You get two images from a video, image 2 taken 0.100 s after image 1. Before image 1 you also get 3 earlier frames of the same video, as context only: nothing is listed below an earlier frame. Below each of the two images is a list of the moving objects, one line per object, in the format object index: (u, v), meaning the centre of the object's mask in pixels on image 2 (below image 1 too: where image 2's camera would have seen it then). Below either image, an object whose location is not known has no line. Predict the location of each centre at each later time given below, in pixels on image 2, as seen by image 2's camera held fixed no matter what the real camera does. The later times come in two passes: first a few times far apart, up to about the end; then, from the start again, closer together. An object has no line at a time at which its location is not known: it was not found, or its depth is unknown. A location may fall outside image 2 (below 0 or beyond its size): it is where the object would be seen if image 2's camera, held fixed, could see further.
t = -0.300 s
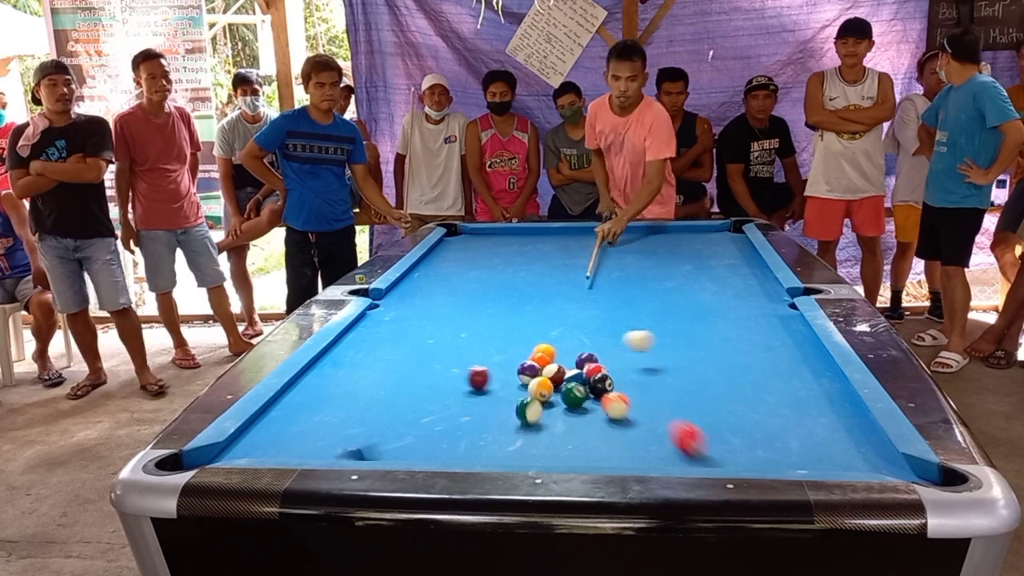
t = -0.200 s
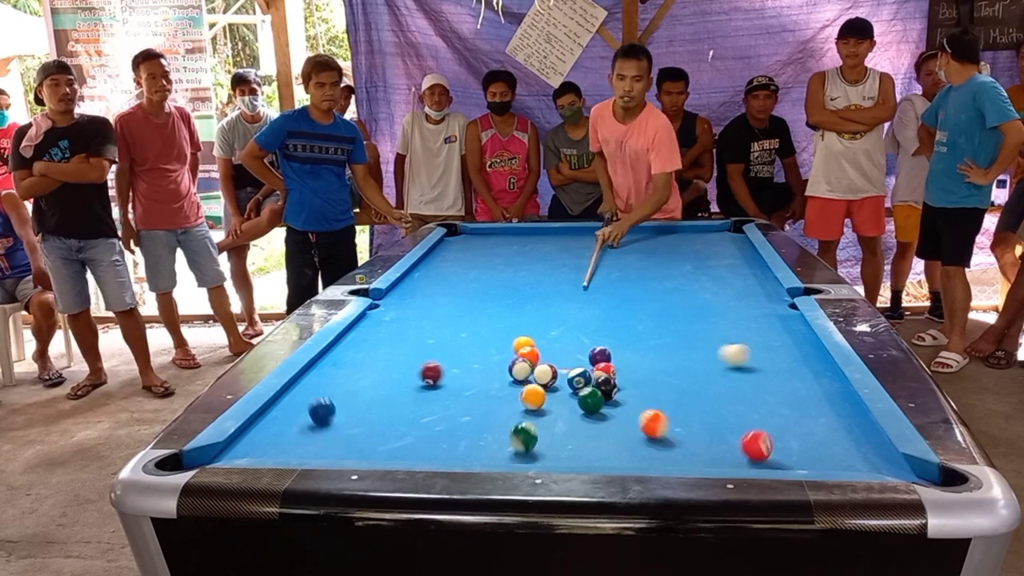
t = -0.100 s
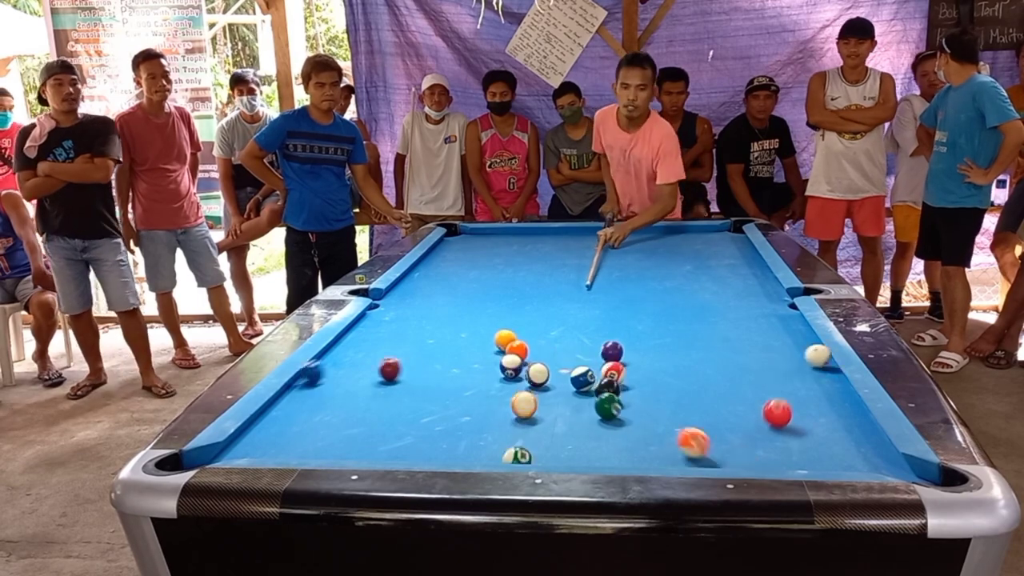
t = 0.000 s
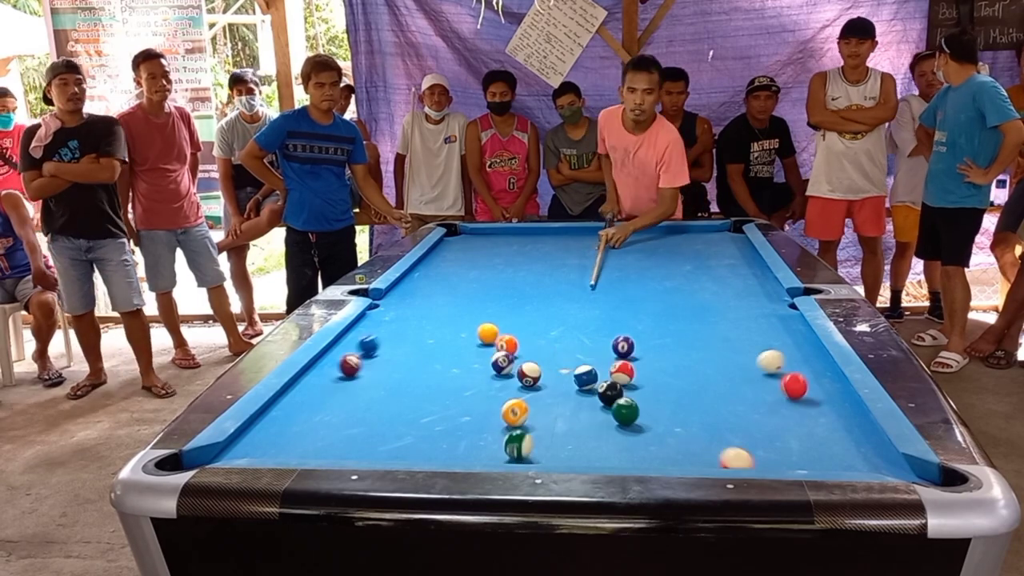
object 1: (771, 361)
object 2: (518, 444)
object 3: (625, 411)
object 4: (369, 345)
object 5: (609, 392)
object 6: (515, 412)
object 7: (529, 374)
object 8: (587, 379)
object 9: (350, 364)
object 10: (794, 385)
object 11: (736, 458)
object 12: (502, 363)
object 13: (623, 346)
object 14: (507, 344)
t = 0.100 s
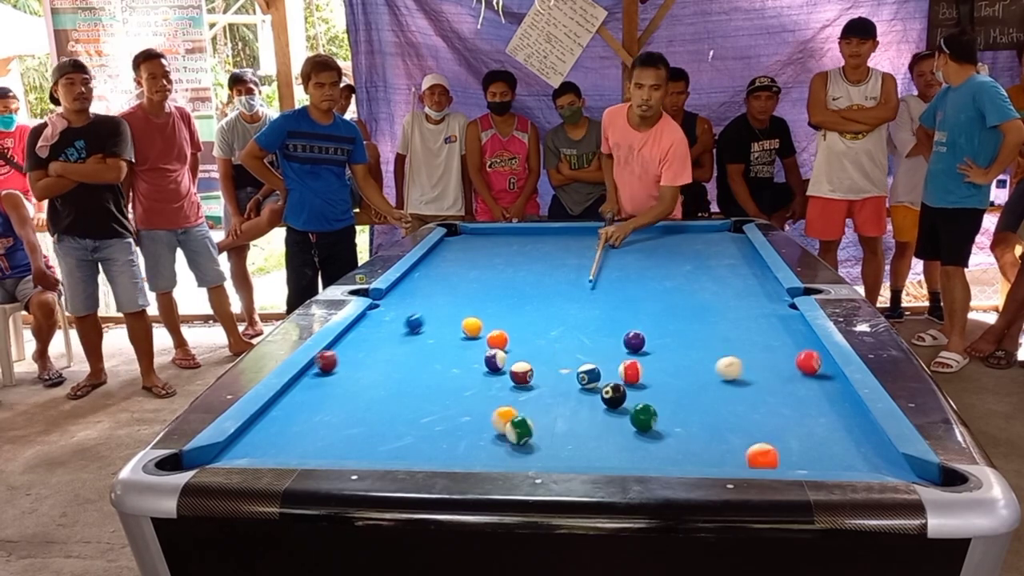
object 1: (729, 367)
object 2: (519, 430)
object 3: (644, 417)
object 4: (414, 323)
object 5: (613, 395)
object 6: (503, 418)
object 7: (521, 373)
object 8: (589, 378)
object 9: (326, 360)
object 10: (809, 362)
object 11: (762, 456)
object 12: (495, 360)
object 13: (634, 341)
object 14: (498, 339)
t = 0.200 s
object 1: (687, 373)
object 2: (536, 429)
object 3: (661, 423)
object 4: (453, 303)
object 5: (616, 397)
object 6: (483, 416)
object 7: (514, 373)
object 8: (592, 376)
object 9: (356, 357)
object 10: (803, 343)
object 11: (781, 447)
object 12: (487, 357)
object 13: (644, 337)
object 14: (488, 335)
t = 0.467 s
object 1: (574, 390)
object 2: (572, 425)
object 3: (711, 439)
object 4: (533, 265)
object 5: (622, 403)
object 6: (431, 410)
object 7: (496, 373)
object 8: (597, 373)
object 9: (427, 350)
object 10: (745, 305)
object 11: (826, 422)
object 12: (469, 350)
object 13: (670, 325)
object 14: (466, 323)
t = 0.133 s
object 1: (715, 369)
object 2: (525, 430)
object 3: (649, 419)
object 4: (427, 317)
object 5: (614, 396)
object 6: (497, 418)
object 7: (519, 373)
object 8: (590, 377)
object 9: (336, 360)
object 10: (813, 355)
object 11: (769, 454)
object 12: (492, 359)
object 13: (638, 340)
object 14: (494, 338)
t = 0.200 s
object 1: (687, 373)
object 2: (536, 429)
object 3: (661, 423)
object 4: (453, 303)
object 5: (616, 397)
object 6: (483, 416)
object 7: (514, 373)
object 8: (592, 376)
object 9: (356, 357)
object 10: (803, 343)
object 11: (781, 447)
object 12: (487, 357)
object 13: (644, 337)
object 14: (488, 335)
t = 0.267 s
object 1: (659, 378)
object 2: (545, 428)
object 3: (674, 427)
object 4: (476, 293)
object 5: (618, 399)
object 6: (469, 415)
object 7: (509, 373)
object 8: (593, 375)
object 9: (374, 355)
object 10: (787, 332)
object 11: (793, 440)
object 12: (482, 355)
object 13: (651, 334)
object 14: (482, 332)
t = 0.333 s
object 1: (634, 379)
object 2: (555, 427)
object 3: (686, 431)
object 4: (497, 283)
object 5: (619, 400)
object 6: (456, 413)
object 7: (505, 373)
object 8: (595, 374)
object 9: (392, 353)
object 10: (771, 322)
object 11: (805, 434)
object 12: (478, 355)
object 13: (657, 331)
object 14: (477, 329)
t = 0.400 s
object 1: (602, 385)
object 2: (563, 425)
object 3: (699, 435)
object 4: (516, 274)
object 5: (621, 402)
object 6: (443, 412)
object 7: (501, 373)
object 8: (594, 369)
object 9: (409, 351)
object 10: (757, 313)
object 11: (815, 428)
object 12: (473, 352)
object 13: (663, 328)
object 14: (472, 326)
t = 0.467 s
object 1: (574, 390)
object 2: (572, 425)
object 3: (711, 439)
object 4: (533, 265)
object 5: (622, 403)
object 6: (431, 410)
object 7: (496, 373)
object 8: (597, 373)
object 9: (427, 350)
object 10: (745, 305)
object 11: (826, 422)
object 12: (469, 350)
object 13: (670, 325)
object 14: (466, 323)
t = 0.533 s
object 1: (543, 394)
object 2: (581, 423)
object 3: (724, 443)
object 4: (549, 257)
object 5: (624, 404)
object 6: (419, 409)
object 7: (492, 373)
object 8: (598, 372)
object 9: (442, 347)
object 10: (733, 297)
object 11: (836, 416)
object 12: (465, 348)
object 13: (675, 322)
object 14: (461, 321)
